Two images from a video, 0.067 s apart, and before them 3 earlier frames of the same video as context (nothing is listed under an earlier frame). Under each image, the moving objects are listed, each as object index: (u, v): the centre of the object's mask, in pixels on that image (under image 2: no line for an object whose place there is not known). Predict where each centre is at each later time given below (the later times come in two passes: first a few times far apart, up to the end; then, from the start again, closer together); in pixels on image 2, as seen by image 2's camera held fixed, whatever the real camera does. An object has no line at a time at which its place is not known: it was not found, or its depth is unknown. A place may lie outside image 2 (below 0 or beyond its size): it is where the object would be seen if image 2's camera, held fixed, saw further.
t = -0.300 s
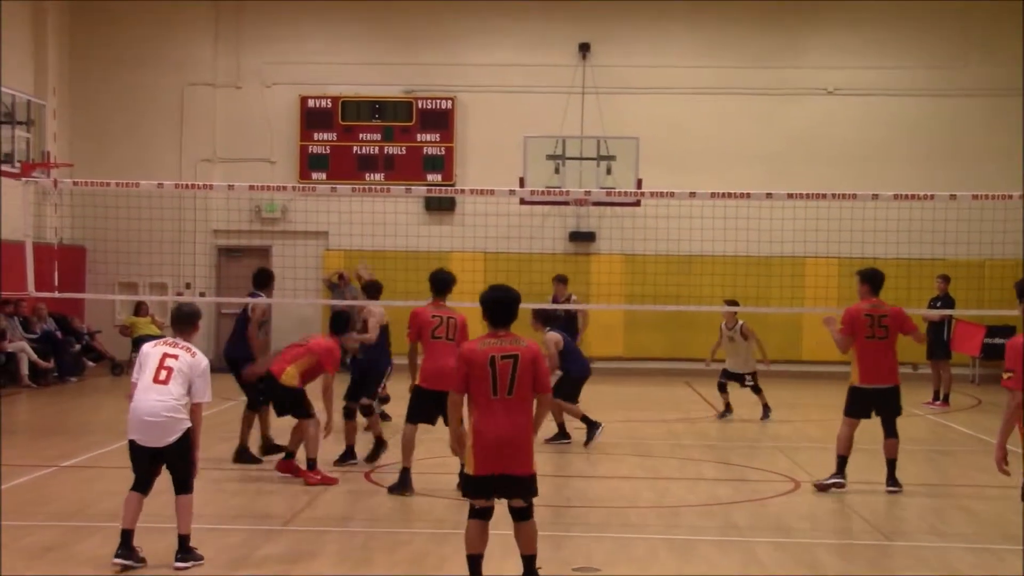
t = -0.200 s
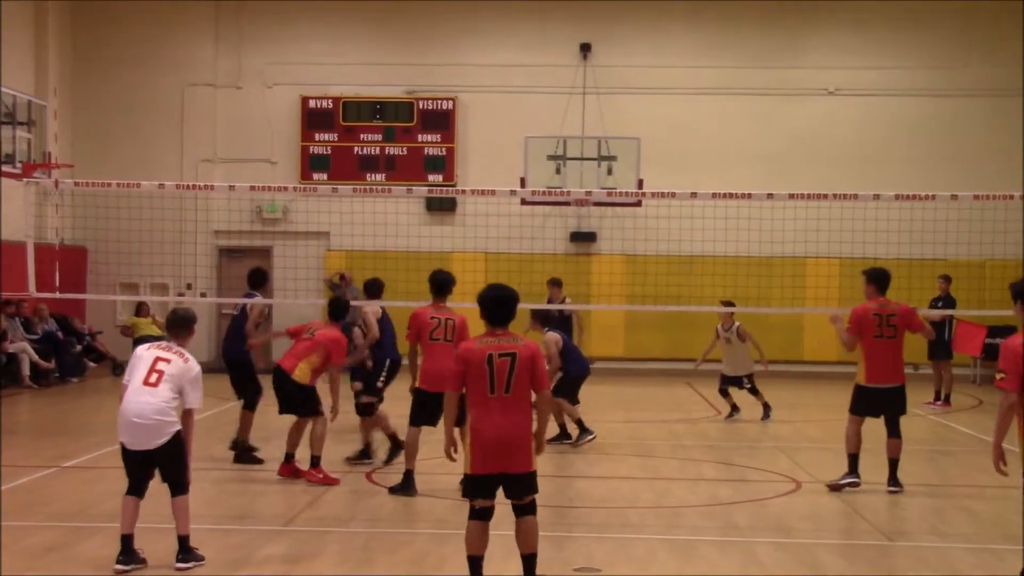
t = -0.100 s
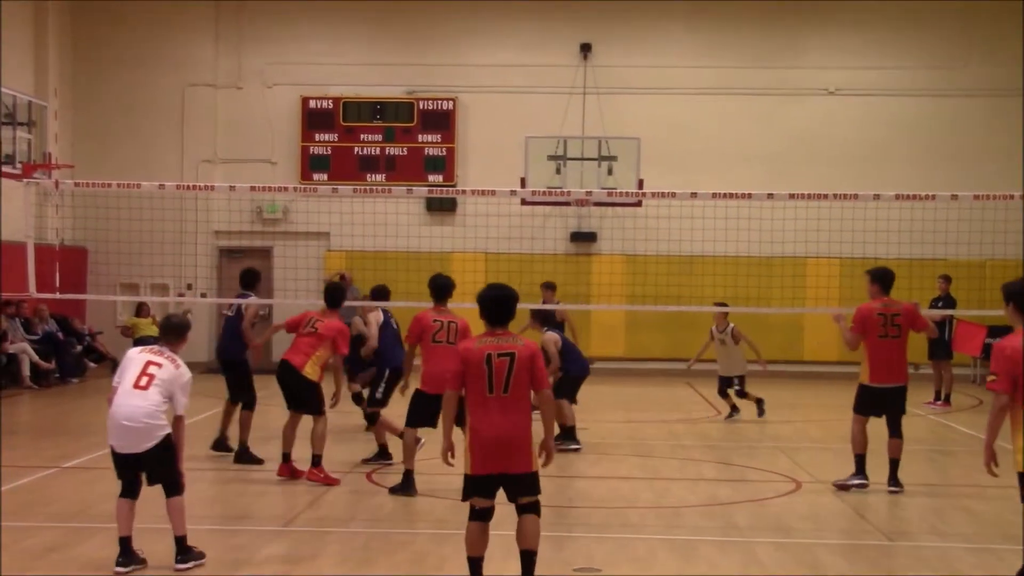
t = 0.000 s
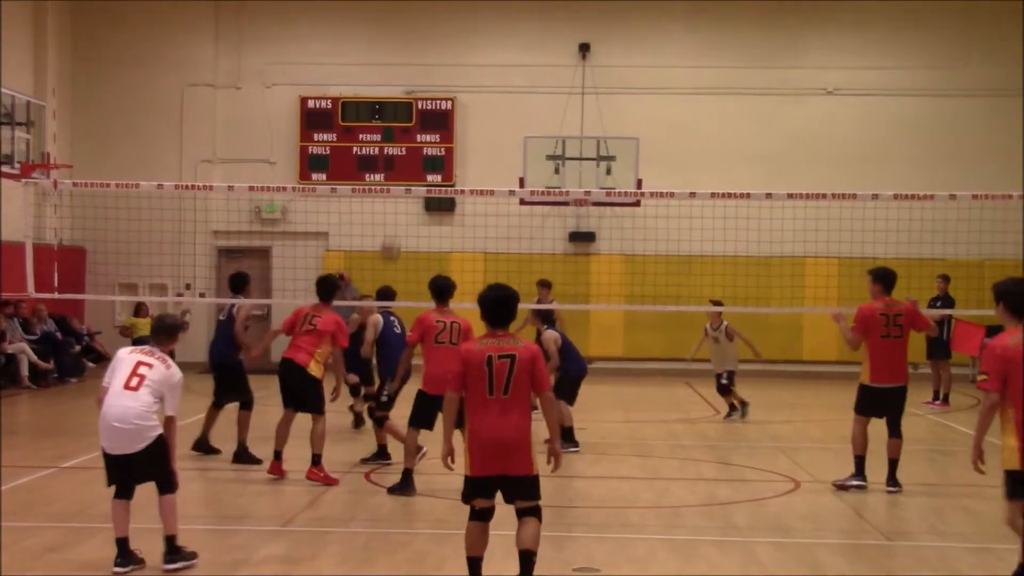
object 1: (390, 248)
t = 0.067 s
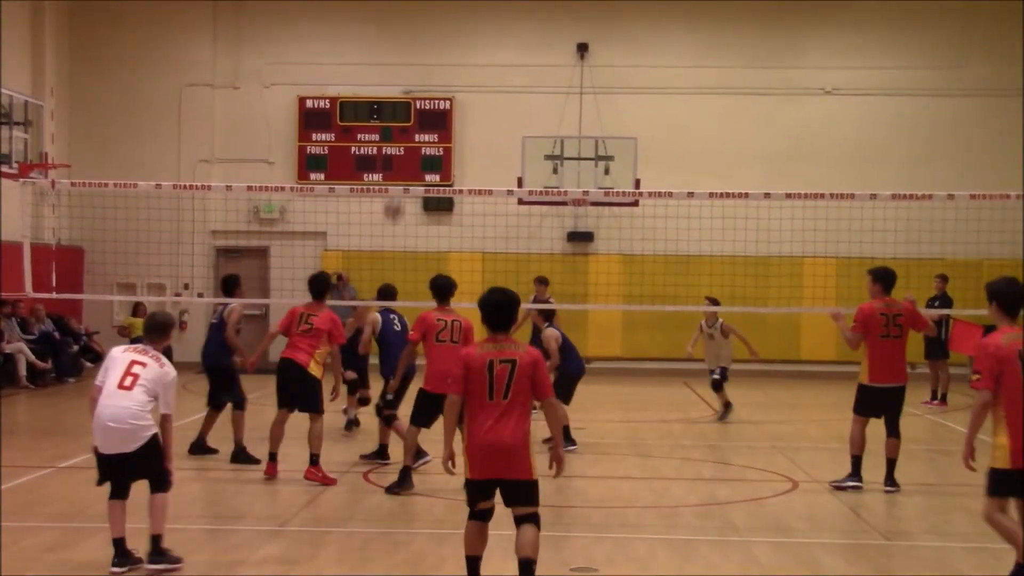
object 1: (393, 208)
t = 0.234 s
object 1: (405, 116)
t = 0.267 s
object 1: (404, 103)
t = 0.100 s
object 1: (396, 181)
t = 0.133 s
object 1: (399, 169)
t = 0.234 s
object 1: (405, 116)
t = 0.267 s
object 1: (404, 103)
